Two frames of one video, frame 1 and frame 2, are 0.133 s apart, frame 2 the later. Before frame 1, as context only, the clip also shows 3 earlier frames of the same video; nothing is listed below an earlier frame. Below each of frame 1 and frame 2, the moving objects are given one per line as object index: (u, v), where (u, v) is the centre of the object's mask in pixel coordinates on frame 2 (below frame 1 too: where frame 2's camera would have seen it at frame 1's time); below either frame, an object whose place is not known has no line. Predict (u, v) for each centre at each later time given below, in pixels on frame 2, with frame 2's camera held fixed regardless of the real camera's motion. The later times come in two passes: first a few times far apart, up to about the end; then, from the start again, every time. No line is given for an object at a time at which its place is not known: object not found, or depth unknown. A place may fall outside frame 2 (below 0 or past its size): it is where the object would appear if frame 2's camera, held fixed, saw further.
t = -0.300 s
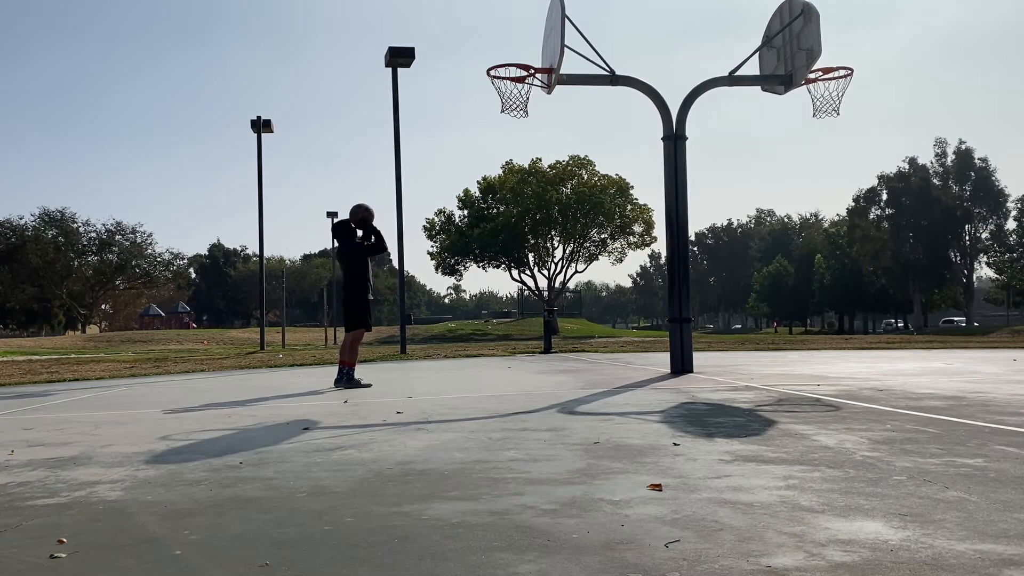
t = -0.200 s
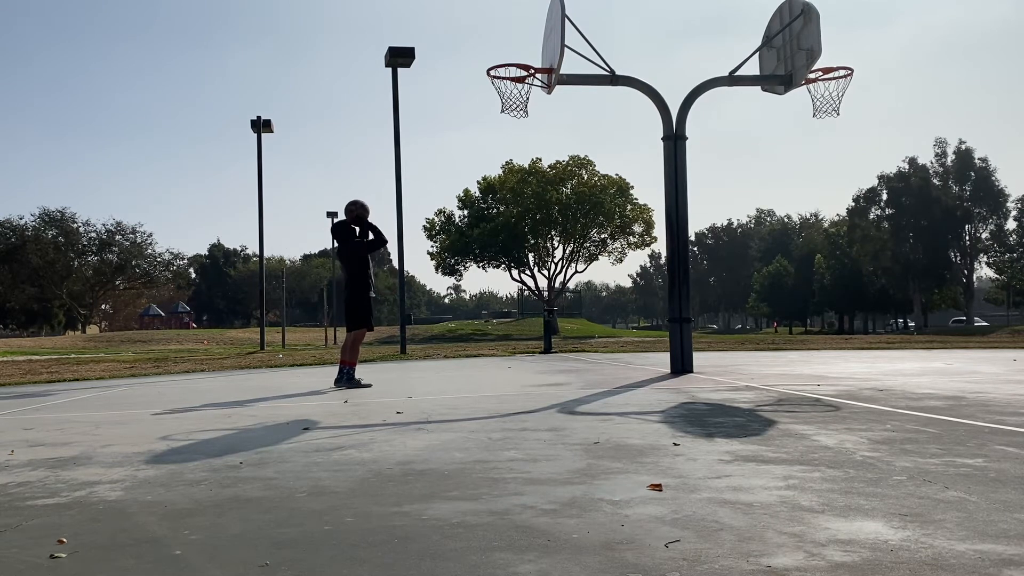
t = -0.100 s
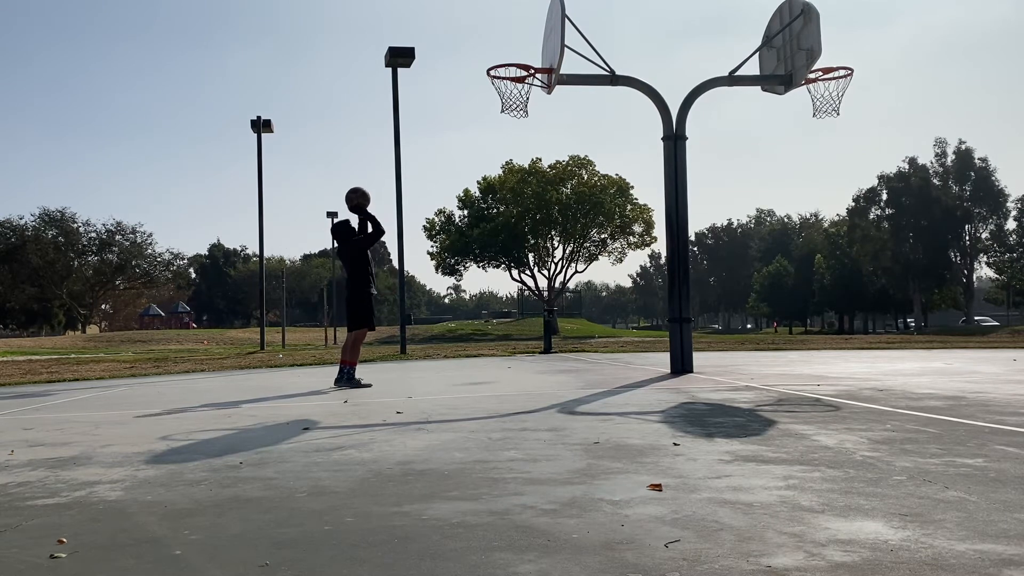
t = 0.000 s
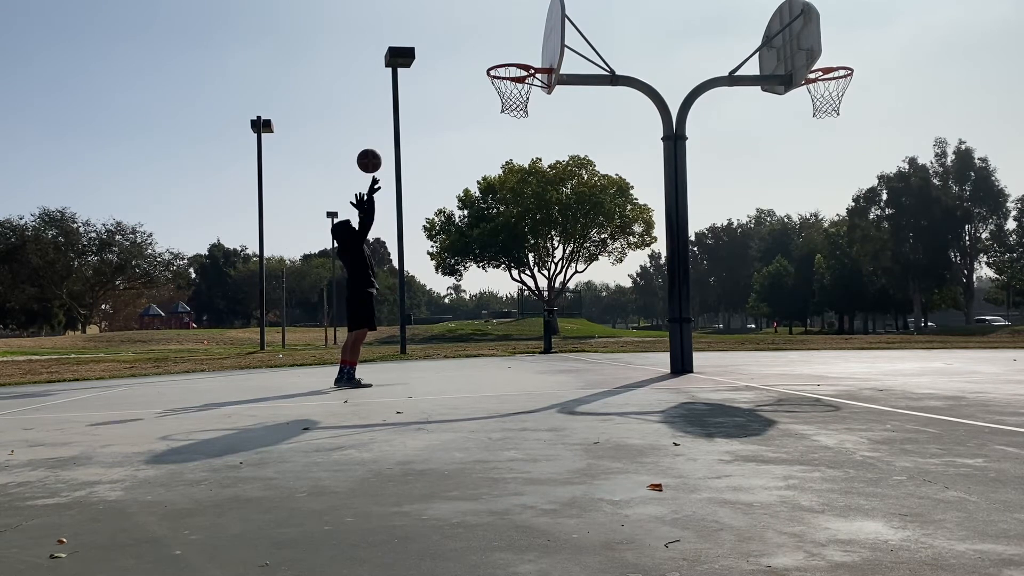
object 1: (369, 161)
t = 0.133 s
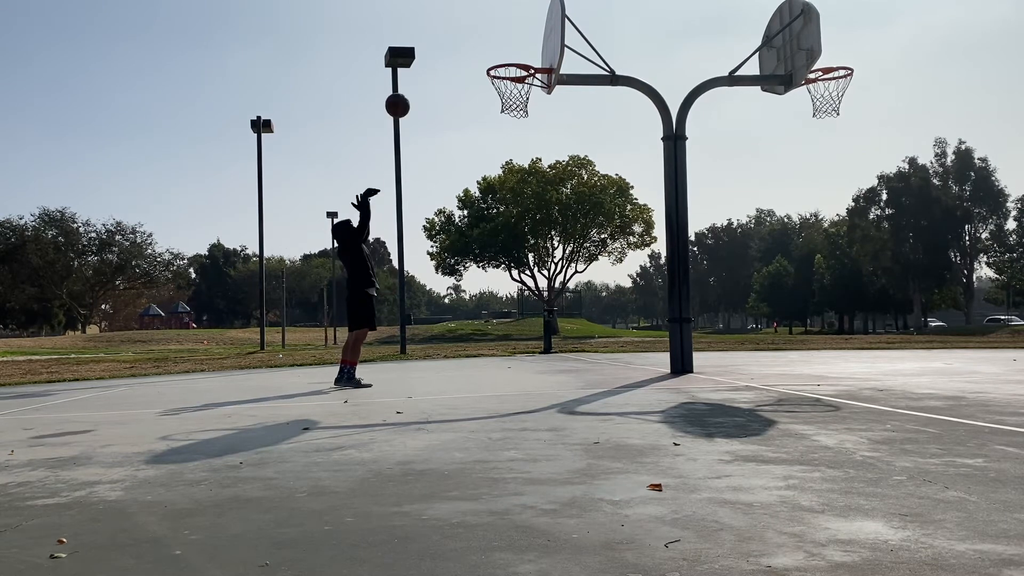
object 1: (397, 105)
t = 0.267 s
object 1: (426, 68)
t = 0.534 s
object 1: (481, 46)
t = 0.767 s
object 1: (517, 79)
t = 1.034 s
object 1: (493, 133)
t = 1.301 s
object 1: (475, 246)
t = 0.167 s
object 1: (405, 94)
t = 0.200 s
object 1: (412, 84)
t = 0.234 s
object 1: (419, 76)
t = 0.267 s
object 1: (426, 68)
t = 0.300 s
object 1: (433, 61)
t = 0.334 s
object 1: (440, 56)
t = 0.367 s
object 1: (447, 51)
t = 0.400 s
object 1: (453, 48)
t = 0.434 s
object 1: (460, 46)
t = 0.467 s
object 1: (467, 45)
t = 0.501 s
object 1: (474, 45)
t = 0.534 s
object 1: (481, 46)
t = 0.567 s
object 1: (489, 48)
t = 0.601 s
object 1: (496, 52)
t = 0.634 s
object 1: (503, 56)
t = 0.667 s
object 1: (510, 61)
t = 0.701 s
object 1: (517, 69)
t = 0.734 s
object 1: (520, 74)
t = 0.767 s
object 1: (517, 79)
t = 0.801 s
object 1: (513, 86)
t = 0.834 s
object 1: (509, 94)
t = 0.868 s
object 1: (506, 99)
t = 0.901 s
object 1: (504, 104)
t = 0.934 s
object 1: (501, 109)
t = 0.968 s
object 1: (499, 116)
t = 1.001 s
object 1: (496, 123)
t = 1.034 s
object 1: (493, 133)
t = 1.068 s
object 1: (491, 143)
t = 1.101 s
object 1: (489, 154)
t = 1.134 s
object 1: (486, 166)
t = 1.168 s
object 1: (484, 181)
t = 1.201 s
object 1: (481, 194)
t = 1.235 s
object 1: (479, 210)
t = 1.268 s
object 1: (478, 227)
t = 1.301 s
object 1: (475, 246)
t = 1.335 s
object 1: (473, 266)
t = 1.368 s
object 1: (471, 287)
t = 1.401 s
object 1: (470, 307)
